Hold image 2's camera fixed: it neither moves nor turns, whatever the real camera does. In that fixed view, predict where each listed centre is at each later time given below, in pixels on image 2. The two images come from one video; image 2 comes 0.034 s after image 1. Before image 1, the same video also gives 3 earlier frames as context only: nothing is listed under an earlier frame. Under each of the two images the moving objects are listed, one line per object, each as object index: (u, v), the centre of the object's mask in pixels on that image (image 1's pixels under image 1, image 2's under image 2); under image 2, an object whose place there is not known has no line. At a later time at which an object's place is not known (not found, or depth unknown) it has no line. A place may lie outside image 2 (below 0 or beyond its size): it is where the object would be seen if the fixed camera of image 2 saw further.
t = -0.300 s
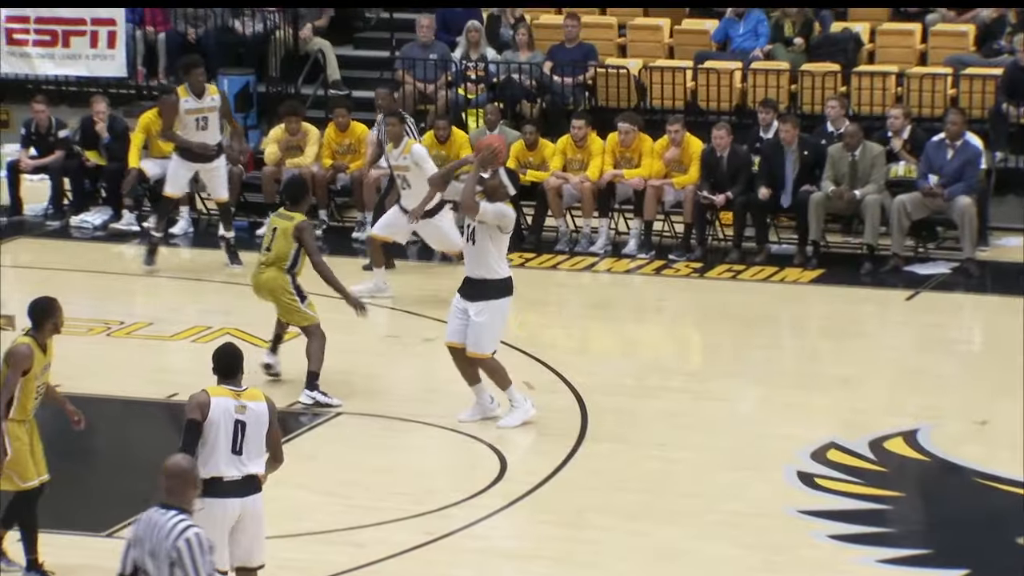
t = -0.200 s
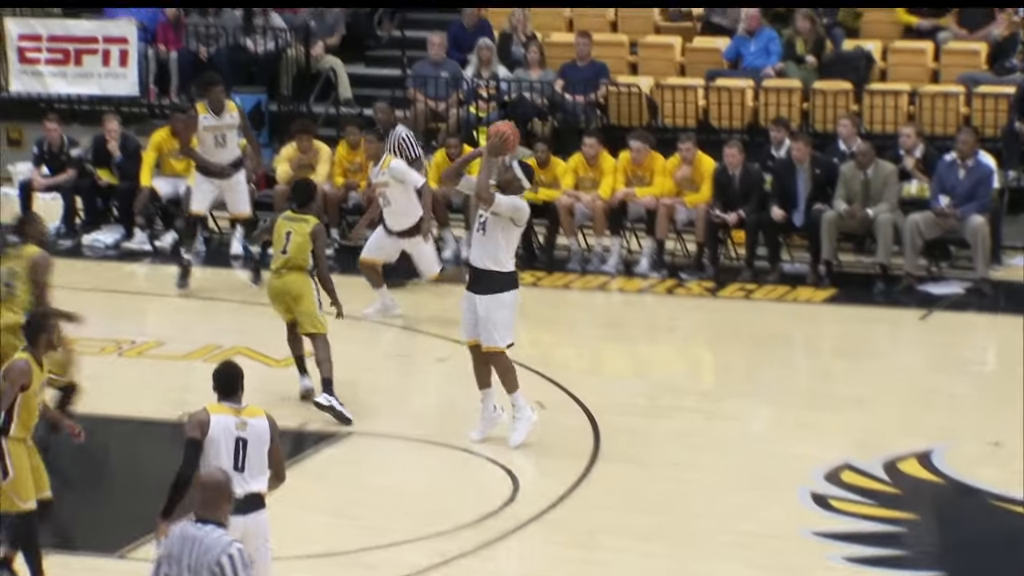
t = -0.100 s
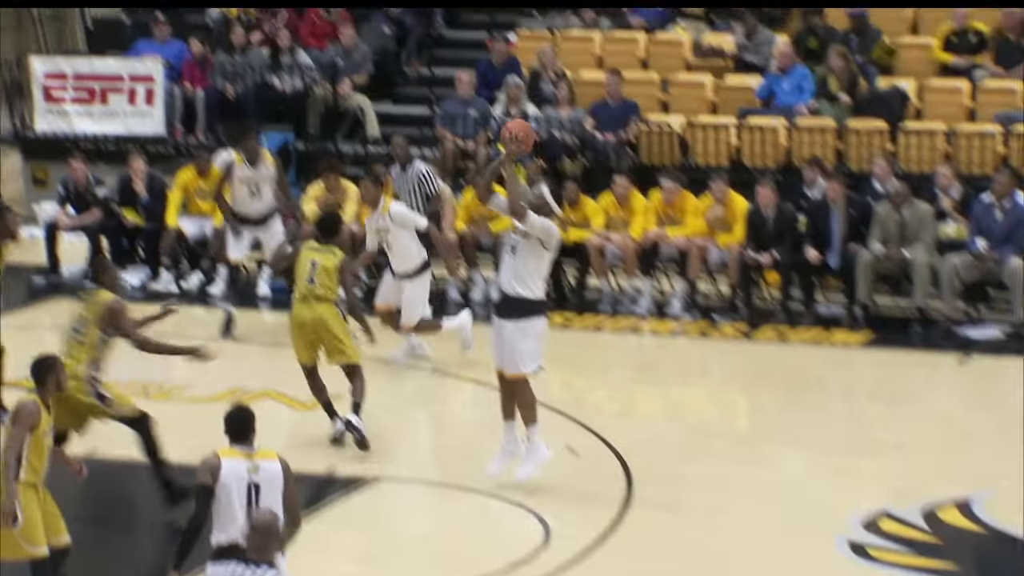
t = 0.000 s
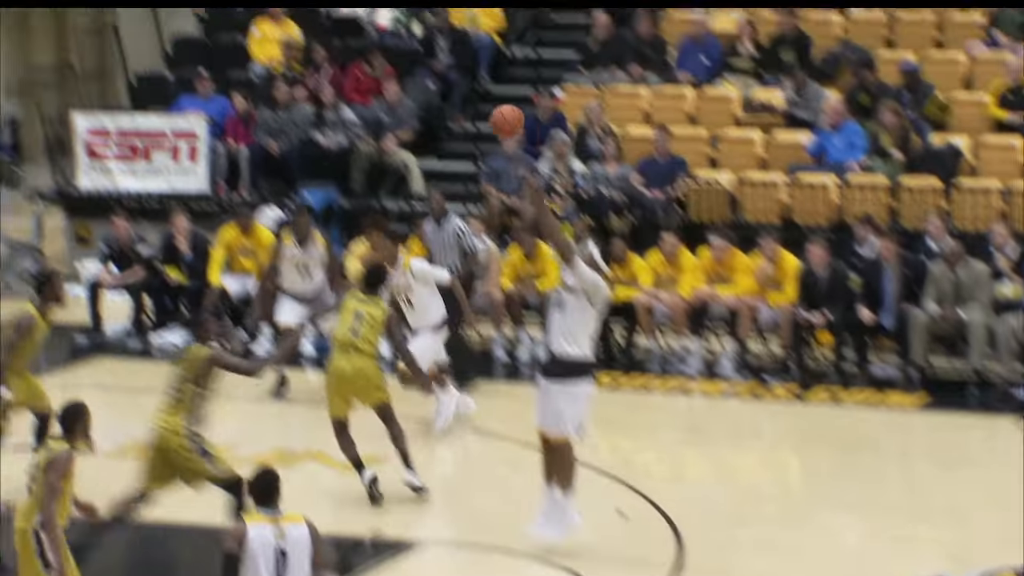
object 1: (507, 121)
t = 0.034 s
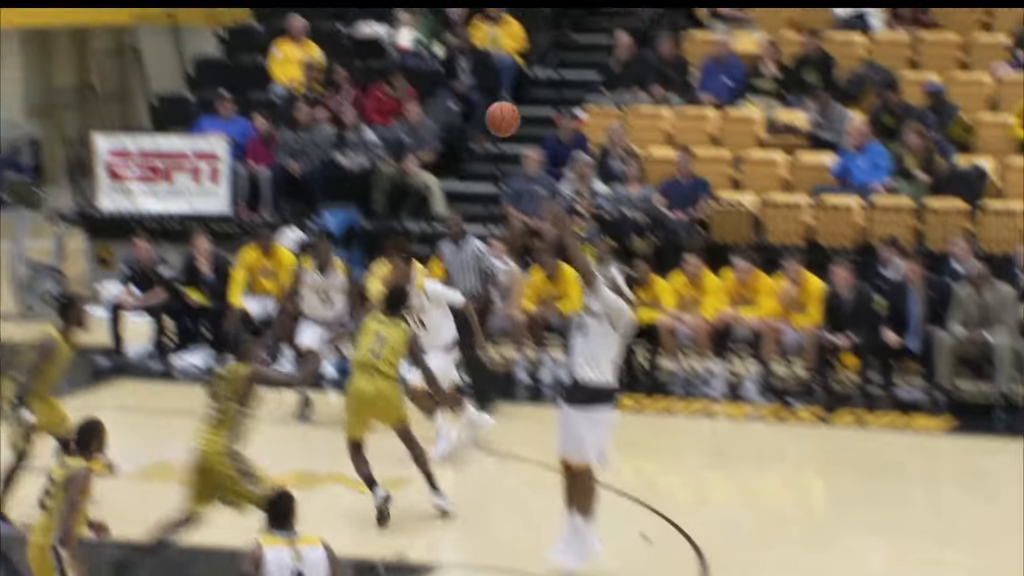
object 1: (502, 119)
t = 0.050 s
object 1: (489, 107)
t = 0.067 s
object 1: (476, 96)
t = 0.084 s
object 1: (464, 85)
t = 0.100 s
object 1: (451, 74)
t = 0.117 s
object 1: (437, 65)
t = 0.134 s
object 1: (424, 55)
